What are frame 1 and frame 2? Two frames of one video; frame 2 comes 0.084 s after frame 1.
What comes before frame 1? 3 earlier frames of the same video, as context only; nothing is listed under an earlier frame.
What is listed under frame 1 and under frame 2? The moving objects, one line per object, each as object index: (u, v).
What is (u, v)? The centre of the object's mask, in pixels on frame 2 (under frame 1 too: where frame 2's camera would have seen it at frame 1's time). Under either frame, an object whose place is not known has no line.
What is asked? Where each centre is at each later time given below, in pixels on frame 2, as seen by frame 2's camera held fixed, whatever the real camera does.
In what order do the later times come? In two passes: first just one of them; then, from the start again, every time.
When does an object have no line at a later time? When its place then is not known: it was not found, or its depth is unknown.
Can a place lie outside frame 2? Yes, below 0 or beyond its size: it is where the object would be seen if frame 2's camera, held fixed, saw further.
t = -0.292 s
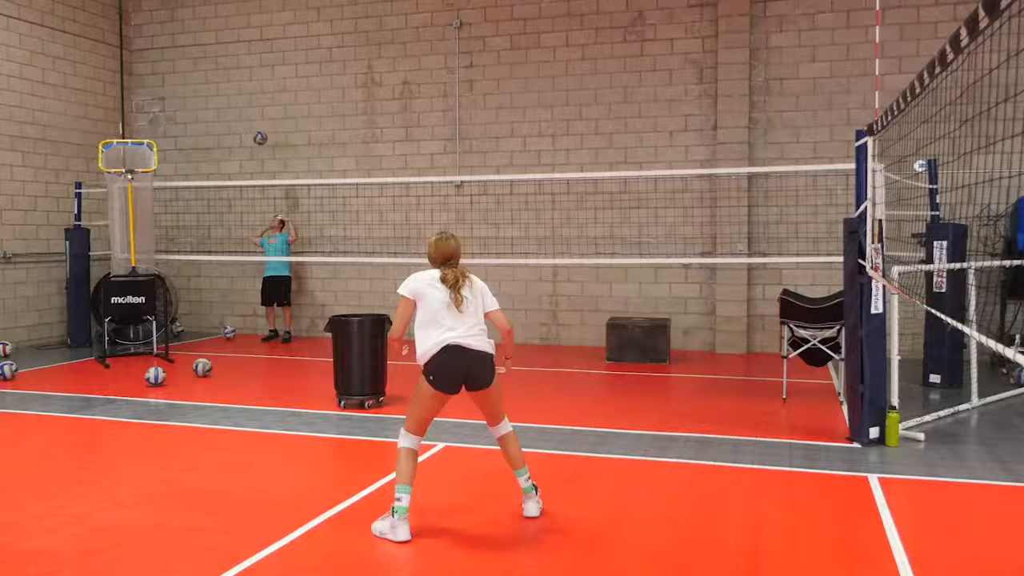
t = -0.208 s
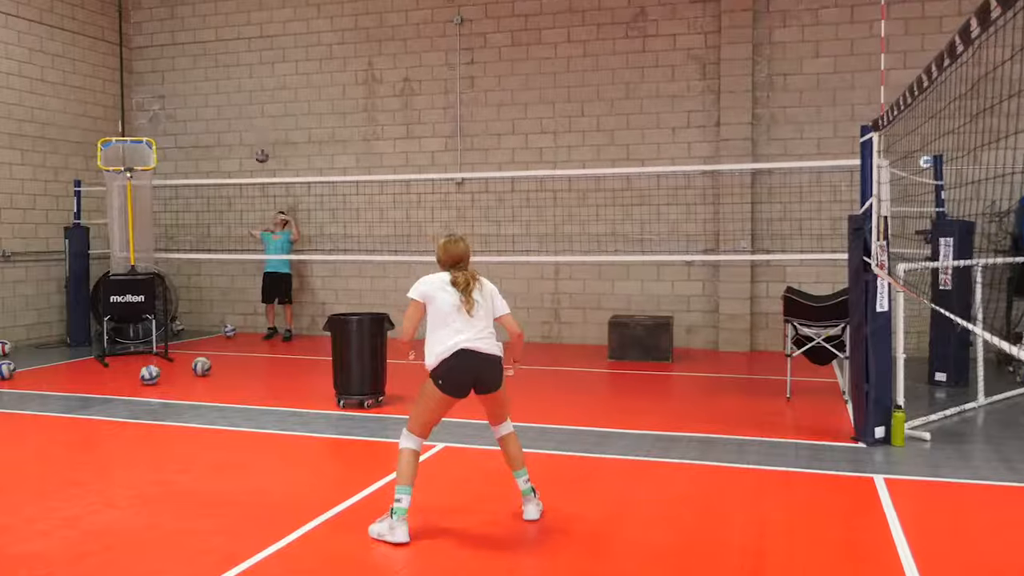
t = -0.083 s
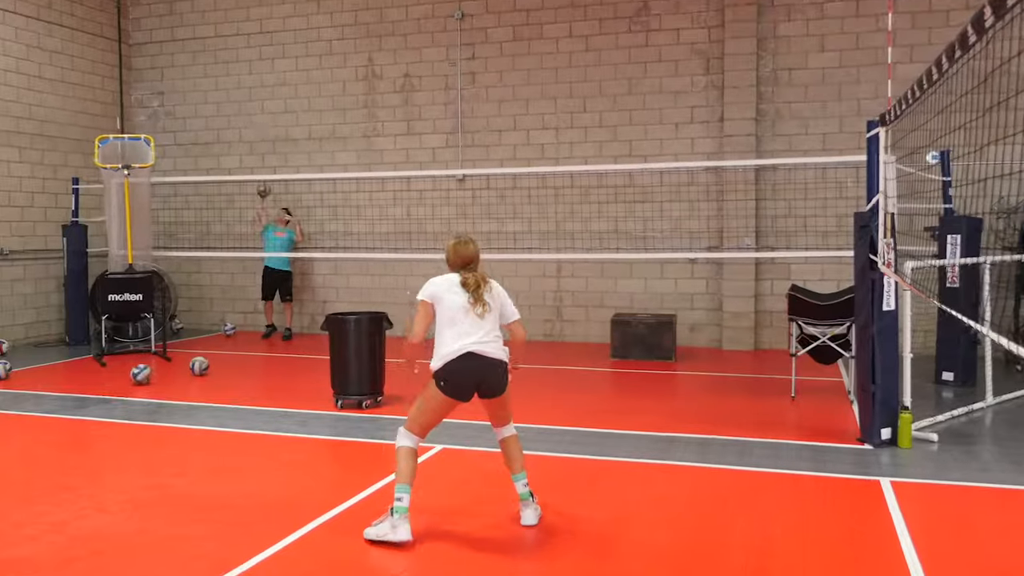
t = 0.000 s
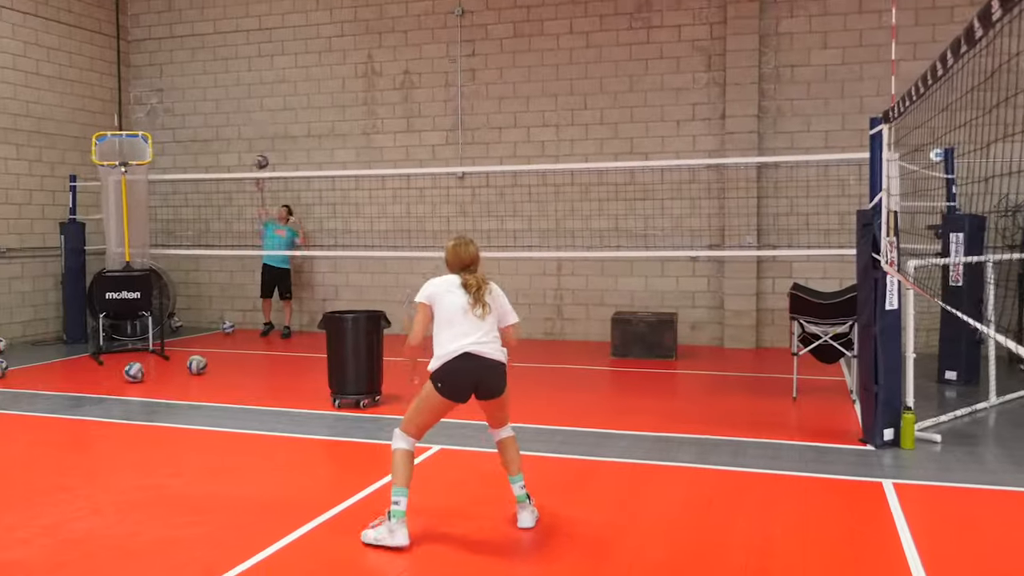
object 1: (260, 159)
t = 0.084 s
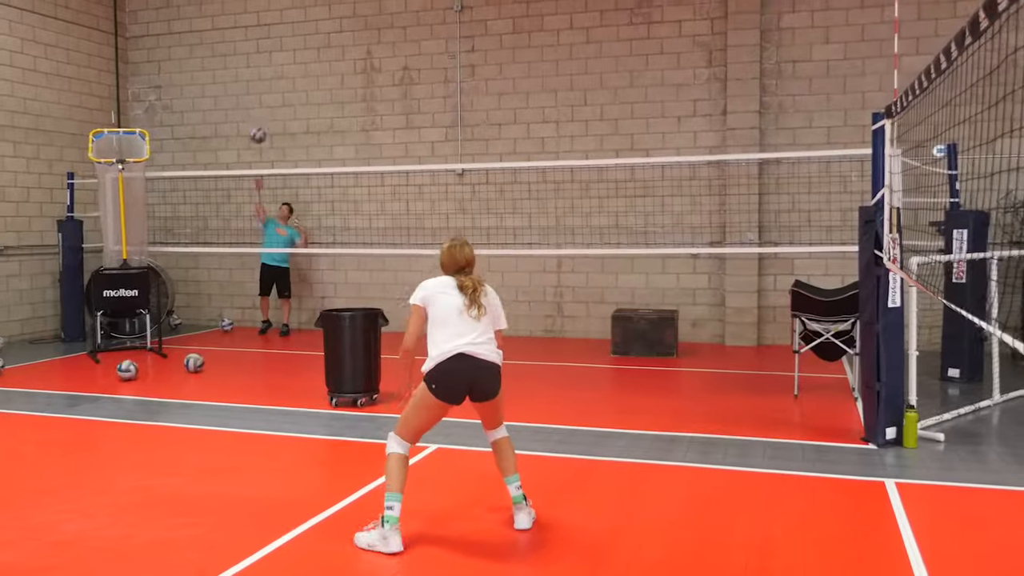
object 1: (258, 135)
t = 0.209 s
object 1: (254, 105)
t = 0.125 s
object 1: (256, 125)
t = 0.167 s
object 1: (255, 115)
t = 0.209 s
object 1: (254, 105)
